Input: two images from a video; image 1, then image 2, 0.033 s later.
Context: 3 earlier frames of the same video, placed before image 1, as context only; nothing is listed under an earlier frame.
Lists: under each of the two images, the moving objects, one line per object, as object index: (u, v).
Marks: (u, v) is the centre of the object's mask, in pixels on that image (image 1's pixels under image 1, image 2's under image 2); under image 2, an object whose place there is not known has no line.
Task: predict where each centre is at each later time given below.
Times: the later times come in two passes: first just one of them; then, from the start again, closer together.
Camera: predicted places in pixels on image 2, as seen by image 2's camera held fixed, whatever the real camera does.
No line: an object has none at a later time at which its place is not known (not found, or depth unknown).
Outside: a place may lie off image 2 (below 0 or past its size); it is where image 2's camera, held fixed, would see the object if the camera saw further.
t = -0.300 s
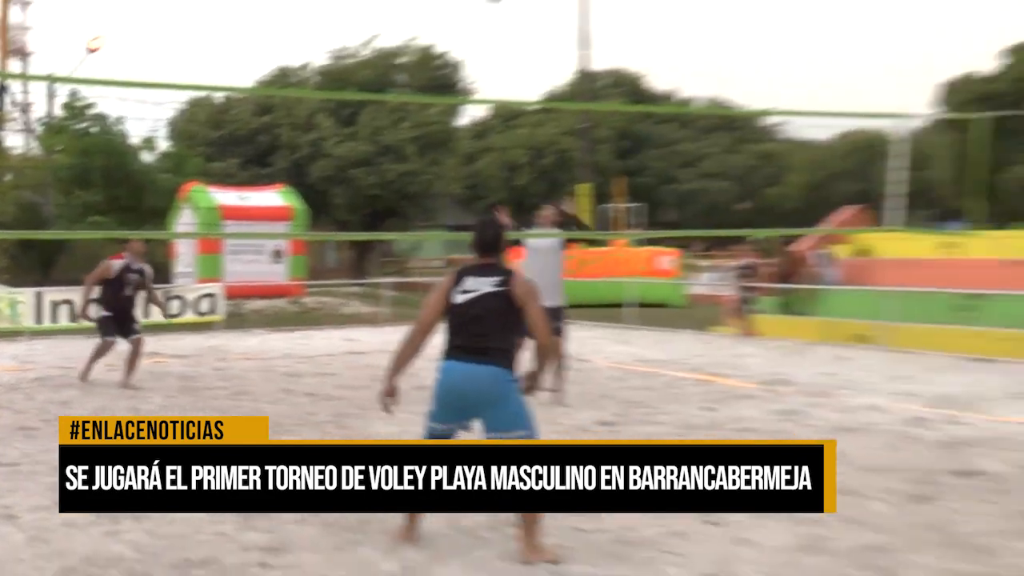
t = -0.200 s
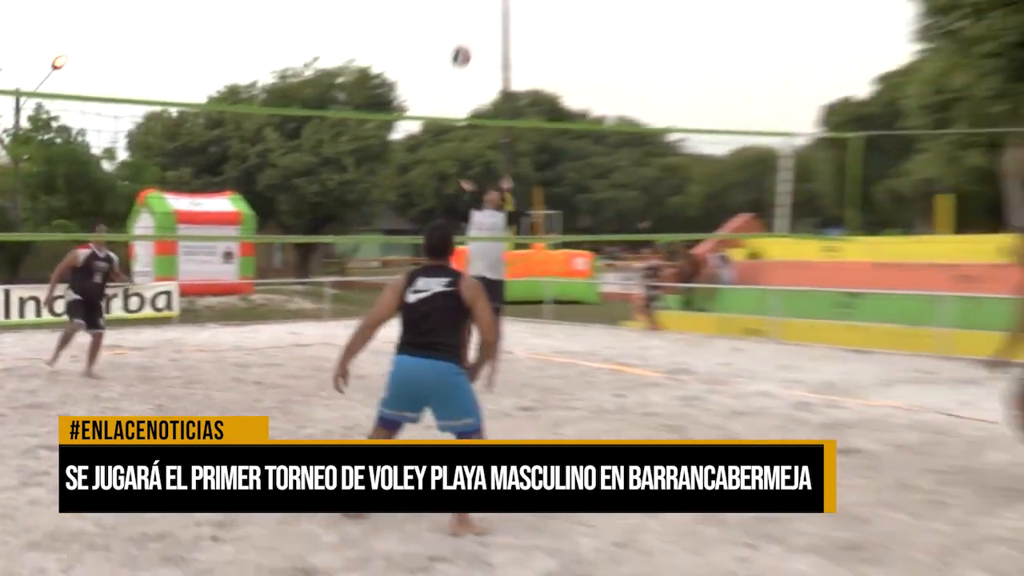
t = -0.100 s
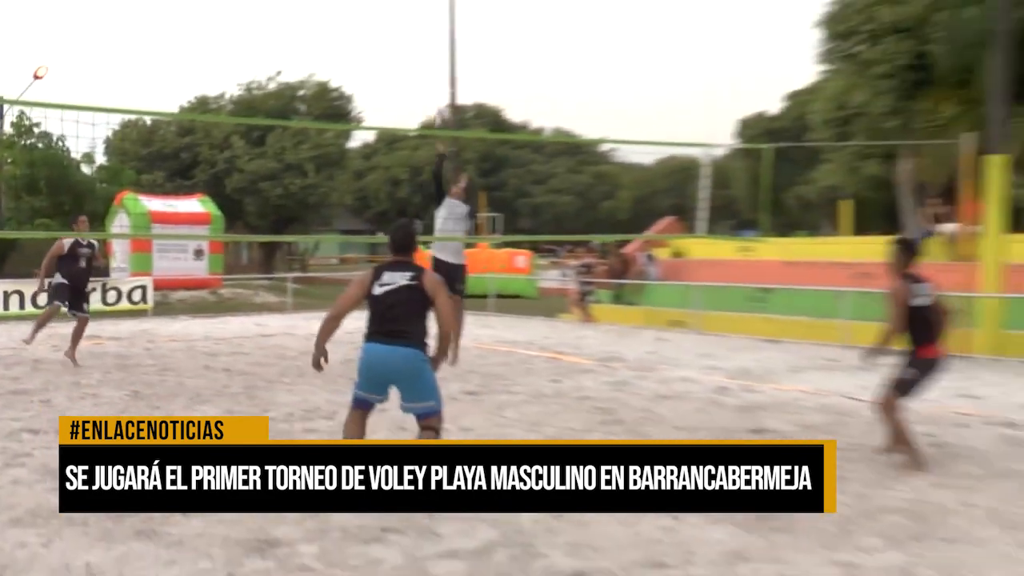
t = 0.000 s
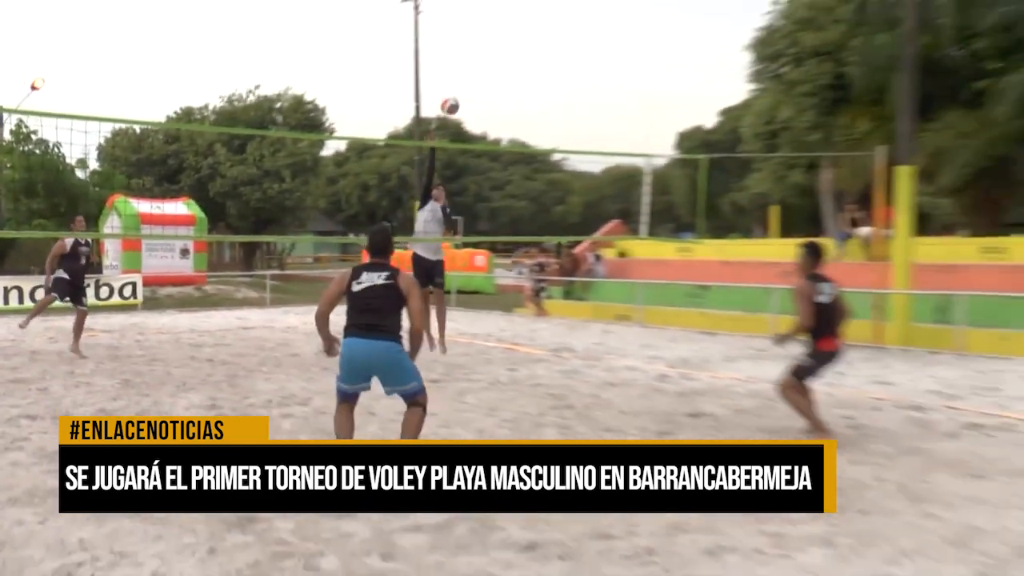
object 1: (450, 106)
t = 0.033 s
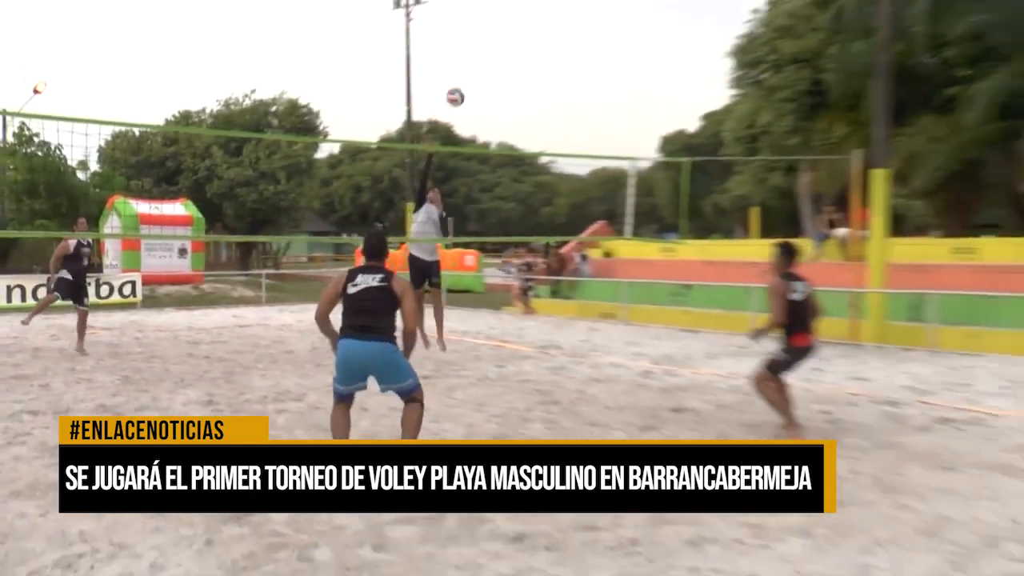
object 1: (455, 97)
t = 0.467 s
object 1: (693, 36)
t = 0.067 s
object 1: (474, 89)
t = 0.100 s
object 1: (491, 81)
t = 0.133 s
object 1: (513, 73)
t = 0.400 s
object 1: (653, 34)
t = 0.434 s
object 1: (673, 34)
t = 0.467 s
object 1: (693, 36)
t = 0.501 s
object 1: (714, 38)
